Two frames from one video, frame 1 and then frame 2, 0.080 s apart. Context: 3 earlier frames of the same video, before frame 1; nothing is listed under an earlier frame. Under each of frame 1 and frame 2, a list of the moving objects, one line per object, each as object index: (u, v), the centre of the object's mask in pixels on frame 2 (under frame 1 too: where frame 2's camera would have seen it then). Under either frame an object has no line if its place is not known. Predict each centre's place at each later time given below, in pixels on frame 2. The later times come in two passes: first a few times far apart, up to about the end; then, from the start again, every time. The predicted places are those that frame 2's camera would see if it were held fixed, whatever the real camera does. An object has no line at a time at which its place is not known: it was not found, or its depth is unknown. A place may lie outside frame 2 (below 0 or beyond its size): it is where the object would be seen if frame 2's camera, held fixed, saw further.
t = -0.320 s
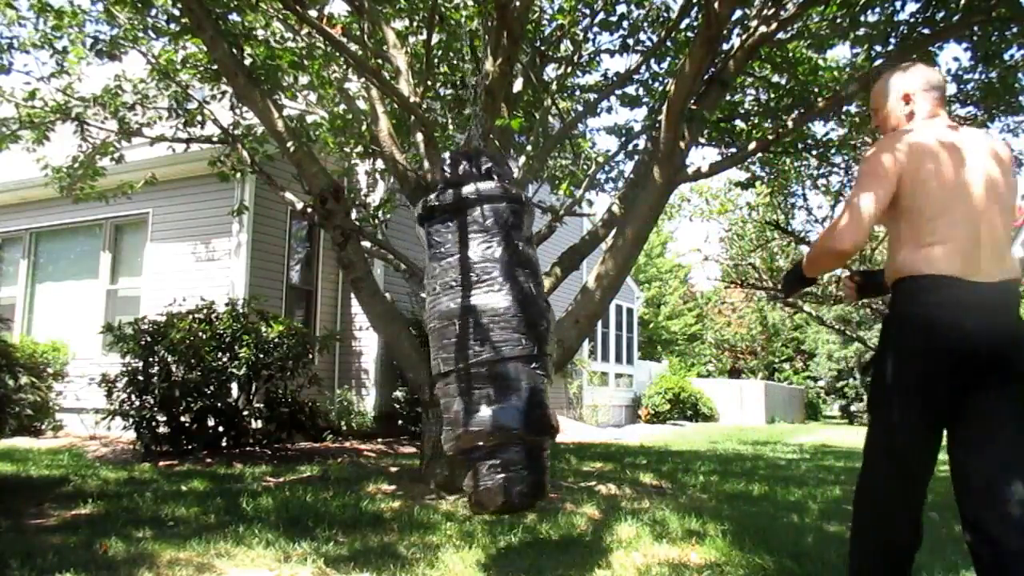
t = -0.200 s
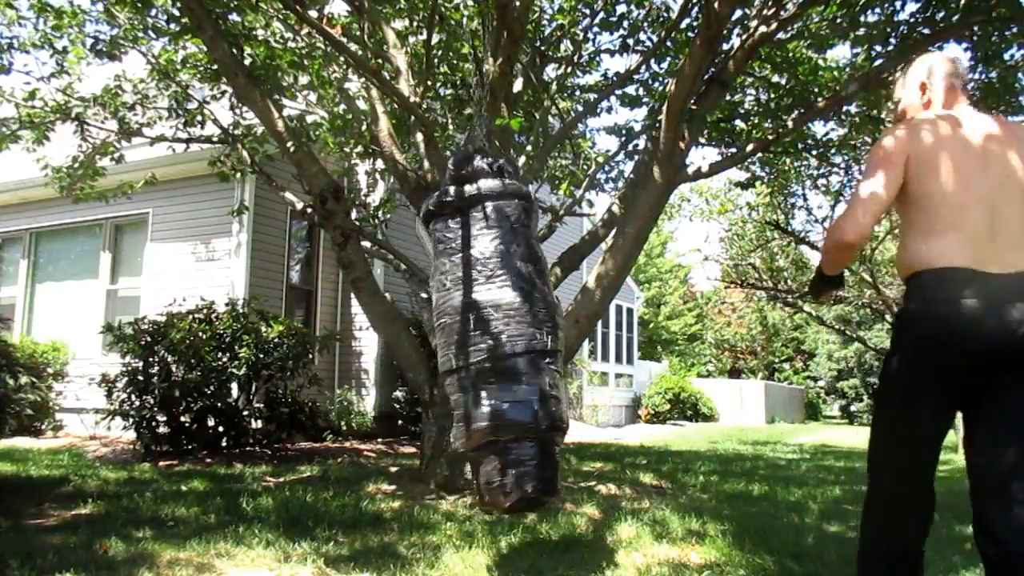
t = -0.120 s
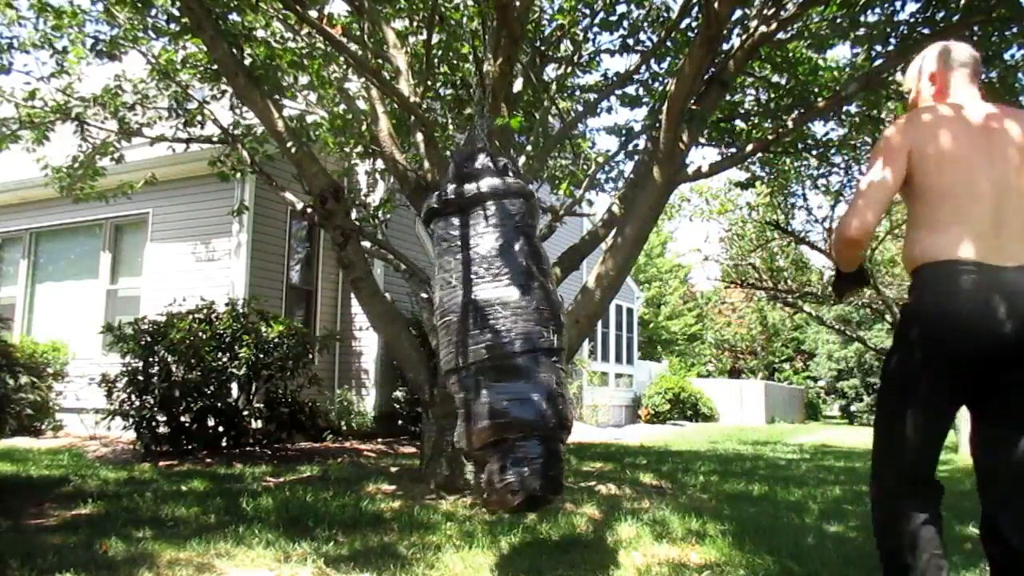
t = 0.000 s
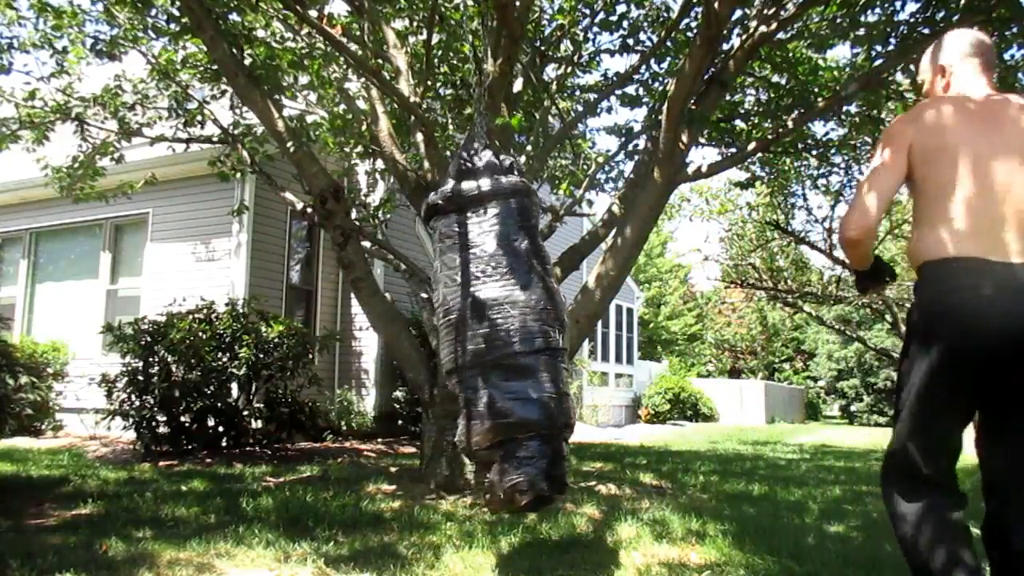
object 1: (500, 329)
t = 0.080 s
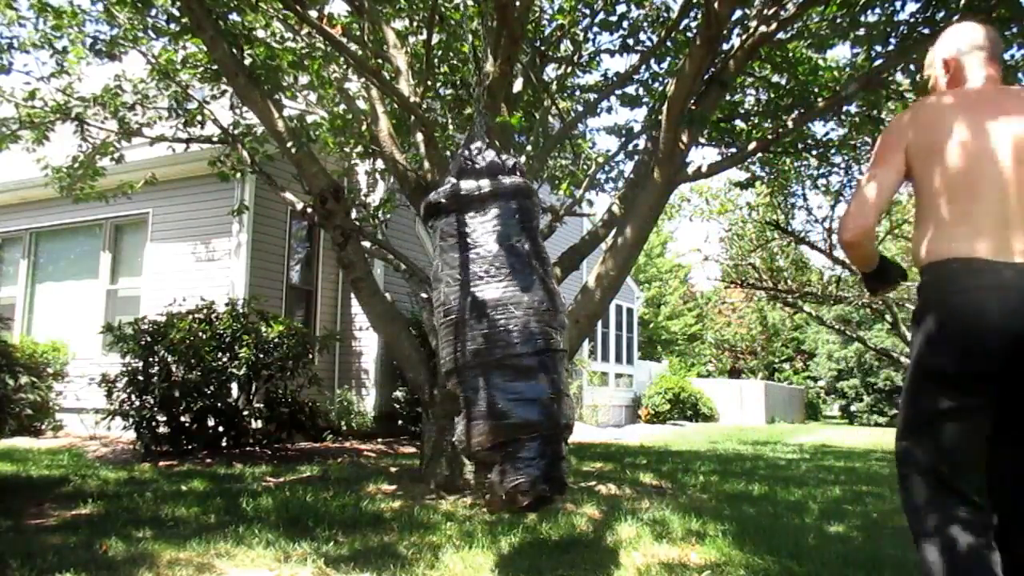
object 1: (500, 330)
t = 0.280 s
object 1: (492, 331)
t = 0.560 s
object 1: (468, 335)
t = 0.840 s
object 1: (443, 337)
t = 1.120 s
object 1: (429, 335)
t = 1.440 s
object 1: (428, 332)
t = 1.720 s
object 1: (442, 335)
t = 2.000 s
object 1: (464, 335)
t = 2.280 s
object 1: (487, 335)
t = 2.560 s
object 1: (499, 332)
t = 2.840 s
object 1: (494, 329)
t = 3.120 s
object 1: (474, 335)
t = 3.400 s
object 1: (450, 334)
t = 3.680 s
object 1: (431, 335)
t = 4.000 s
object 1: (427, 335)
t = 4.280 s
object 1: (437, 334)
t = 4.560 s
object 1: (457, 335)
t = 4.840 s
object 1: (477, 338)
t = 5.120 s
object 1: (491, 335)
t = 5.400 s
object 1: (491, 333)
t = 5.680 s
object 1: (475, 334)
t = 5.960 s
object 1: (452, 332)
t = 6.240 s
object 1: (432, 335)
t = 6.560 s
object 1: (426, 335)
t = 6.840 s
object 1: (435, 334)
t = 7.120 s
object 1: (453, 335)
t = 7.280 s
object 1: (465, 336)
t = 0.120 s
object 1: (498, 330)
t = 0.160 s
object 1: (498, 331)
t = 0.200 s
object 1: (496, 332)
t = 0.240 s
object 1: (494, 332)
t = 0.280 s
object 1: (492, 331)
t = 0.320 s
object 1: (489, 330)
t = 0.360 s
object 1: (484, 337)
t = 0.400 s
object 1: (481, 337)
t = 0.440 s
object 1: (478, 336)
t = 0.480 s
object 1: (475, 336)
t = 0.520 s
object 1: (472, 335)
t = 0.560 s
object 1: (468, 335)
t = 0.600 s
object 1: (465, 334)
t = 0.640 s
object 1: (461, 335)
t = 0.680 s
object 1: (457, 335)
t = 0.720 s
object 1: (453, 336)
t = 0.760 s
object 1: (450, 336)
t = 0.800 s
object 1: (446, 338)
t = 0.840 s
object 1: (443, 337)
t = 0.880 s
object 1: (441, 338)
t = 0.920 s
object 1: (438, 336)
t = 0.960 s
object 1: (435, 336)
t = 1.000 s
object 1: (433, 335)
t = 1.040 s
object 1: (432, 335)
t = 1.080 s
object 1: (430, 335)
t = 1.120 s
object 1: (429, 335)
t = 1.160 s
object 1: (428, 336)
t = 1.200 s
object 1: (427, 334)
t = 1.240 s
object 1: (426, 334)
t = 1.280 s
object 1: (426, 334)
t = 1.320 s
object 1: (426, 334)
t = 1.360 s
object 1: (426, 333)
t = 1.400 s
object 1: (426, 333)
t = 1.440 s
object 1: (428, 332)
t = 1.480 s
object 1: (429, 333)
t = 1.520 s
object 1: (431, 333)
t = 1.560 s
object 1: (433, 333)
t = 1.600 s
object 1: (435, 334)
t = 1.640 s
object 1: (436, 334)
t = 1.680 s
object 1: (439, 335)
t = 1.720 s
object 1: (442, 335)
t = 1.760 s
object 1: (445, 338)
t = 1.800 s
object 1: (448, 337)
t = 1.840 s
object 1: (451, 336)
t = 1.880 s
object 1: (454, 336)
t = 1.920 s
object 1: (457, 336)
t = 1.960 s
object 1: (461, 335)
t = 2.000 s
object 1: (464, 335)
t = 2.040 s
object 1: (468, 335)
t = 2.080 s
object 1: (471, 337)
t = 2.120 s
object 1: (474, 338)
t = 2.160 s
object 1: (478, 339)
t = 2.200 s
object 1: (480, 339)
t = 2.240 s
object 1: (482, 338)
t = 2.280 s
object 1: (487, 335)
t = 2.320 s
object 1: (490, 335)
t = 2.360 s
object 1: (492, 334)
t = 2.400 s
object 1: (494, 333)
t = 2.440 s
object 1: (496, 333)
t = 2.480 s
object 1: (497, 332)
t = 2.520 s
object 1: (498, 332)
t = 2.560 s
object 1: (499, 332)
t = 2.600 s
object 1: (499, 332)
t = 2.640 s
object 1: (499, 332)
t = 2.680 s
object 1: (499, 331)
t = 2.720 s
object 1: (499, 331)
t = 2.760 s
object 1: (498, 331)
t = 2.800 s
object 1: (497, 329)
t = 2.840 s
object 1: (494, 329)
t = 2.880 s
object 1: (492, 330)
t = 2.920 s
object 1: (490, 330)
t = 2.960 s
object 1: (487, 331)
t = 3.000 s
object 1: (484, 332)
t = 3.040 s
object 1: (480, 335)
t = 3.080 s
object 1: (477, 335)
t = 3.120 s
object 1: (474, 335)
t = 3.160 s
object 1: (471, 334)
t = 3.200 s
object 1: (468, 333)
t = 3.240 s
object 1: (464, 333)
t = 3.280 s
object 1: (460, 333)
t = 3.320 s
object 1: (457, 334)
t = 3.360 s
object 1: (453, 334)
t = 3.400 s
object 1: (450, 334)
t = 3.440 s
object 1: (446, 336)
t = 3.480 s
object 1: (443, 336)
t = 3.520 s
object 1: (440, 337)
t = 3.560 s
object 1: (438, 336)
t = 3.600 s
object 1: (435, 335)
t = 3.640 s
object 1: (433, 335)
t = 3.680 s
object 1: (431, 335)
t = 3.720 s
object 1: (430, 335)
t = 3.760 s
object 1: (429, 335)
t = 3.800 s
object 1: (428, 335)
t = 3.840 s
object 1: (427, 335)
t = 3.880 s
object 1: (427, 335)
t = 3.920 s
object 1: (426, 335)
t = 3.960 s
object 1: (426, 335)
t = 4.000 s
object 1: (427, 335)
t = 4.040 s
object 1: (428, 335)
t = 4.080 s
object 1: (429, 335)
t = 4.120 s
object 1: (430, 334)
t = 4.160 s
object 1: (431, 334)
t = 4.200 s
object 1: (433, 334)
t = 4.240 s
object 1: (435, 333)
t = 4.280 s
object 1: (437, 334)
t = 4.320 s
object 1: (439, 334)
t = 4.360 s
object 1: (443, 336)
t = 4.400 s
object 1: (446, 336)
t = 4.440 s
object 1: (448, 336)
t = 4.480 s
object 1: (451, 336)
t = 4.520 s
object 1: (454, 335)
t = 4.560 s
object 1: (457, 335)
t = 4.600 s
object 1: (460, 336)
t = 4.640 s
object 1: (463, 336)
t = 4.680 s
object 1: (466, 336)
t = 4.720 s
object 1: (467, 335)
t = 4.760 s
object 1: (472, 337)
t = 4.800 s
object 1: (475, 337)
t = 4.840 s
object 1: (477, 338)
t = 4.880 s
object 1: (479, 338)
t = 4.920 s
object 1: (483, 336)
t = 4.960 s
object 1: (485, 336)
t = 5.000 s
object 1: (487, 335)
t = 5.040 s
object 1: (488, 335)
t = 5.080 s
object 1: (490, 335)
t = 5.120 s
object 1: (491, 335)
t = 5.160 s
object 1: (492, 335)
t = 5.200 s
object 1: (493, 335)
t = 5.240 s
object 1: (493, 334)
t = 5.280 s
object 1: (493, 334)
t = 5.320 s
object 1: (493, 334)
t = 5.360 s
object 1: (492, 333)
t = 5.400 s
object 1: (491, 333)
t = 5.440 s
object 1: (489, 333)
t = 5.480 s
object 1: (488, 333)
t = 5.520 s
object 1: (486, 332)
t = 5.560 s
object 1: (483, 332)
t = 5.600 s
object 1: (481, 332)
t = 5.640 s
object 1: (477, 335)
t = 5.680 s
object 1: (475, 334)
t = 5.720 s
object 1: (472, 333)
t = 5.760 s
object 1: (469, 333)
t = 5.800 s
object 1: (466, 333)
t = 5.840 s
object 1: (462, 332)
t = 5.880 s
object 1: (458, 332)
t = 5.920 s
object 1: (456, 330)
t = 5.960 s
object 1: (452, 332)
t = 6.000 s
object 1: (449, 332)
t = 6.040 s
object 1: (445, 333)
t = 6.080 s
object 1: (443, 333)
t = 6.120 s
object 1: (440, 334)
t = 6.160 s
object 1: (437, 334)
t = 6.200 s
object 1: (435, 335)
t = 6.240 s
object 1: (432, 335)
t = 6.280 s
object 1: (430, 335)
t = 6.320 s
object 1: (429, 335)
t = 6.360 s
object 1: (428, 334)
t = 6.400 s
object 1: (427, 335)
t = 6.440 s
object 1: (426, 335)
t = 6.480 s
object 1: (426, 335)
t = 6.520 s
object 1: (426, 335)
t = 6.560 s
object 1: (426, 335)
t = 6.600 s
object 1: (427, 335)
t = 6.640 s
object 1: (428, 335)
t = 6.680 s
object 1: (428, 335)
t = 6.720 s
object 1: (429, 335)
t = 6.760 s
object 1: (431, 334)
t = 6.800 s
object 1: (433, 334)
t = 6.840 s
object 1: (435, 334)
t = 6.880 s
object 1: (437, 335)
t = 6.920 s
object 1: (439, 335)
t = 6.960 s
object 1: (442, 335)
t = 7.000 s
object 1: (446, 337)
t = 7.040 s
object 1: (448, 337)
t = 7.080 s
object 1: (451, 336)
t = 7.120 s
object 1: (453, 335)
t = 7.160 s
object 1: (456, 335)
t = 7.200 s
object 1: (460, 335)
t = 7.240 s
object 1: (462, 335)
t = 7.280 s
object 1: (465, 336)
